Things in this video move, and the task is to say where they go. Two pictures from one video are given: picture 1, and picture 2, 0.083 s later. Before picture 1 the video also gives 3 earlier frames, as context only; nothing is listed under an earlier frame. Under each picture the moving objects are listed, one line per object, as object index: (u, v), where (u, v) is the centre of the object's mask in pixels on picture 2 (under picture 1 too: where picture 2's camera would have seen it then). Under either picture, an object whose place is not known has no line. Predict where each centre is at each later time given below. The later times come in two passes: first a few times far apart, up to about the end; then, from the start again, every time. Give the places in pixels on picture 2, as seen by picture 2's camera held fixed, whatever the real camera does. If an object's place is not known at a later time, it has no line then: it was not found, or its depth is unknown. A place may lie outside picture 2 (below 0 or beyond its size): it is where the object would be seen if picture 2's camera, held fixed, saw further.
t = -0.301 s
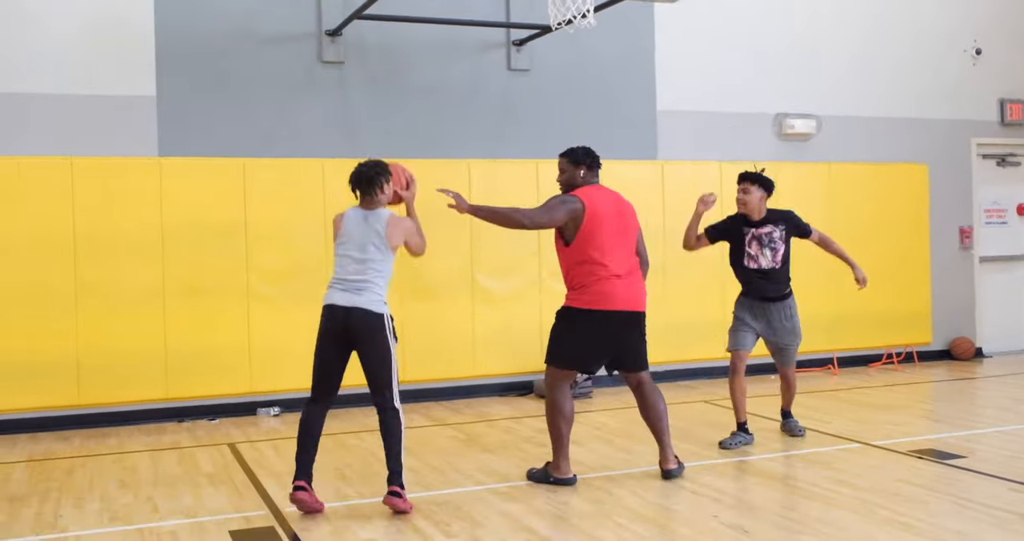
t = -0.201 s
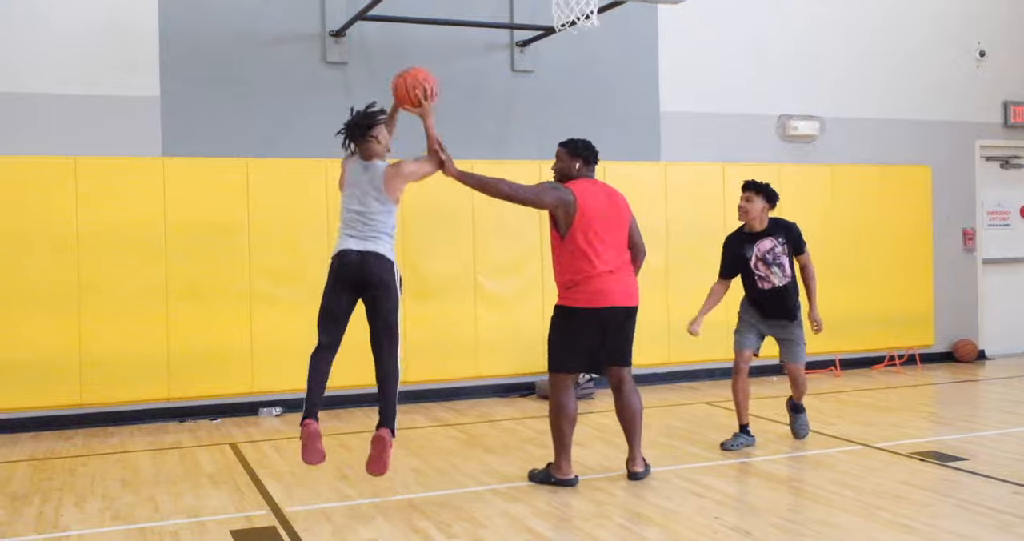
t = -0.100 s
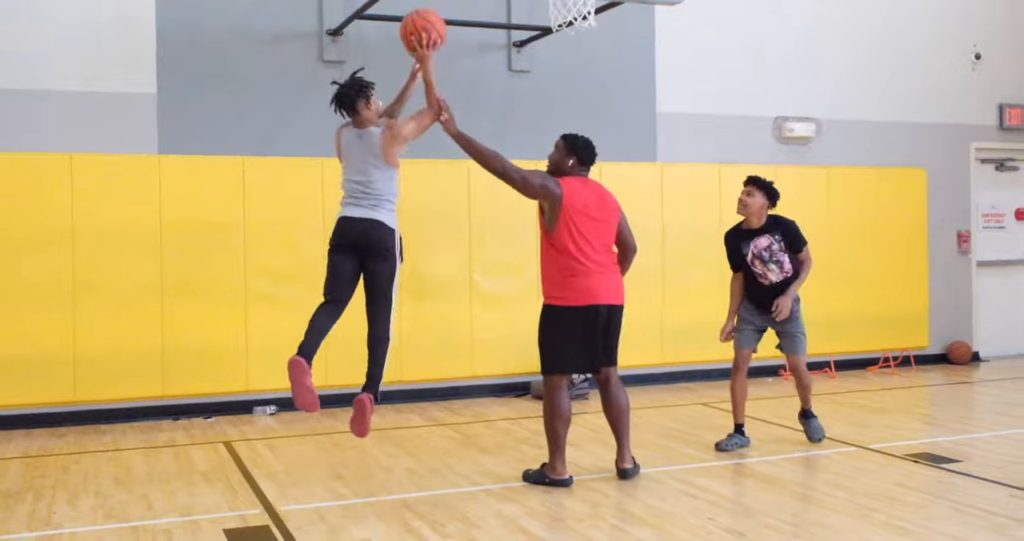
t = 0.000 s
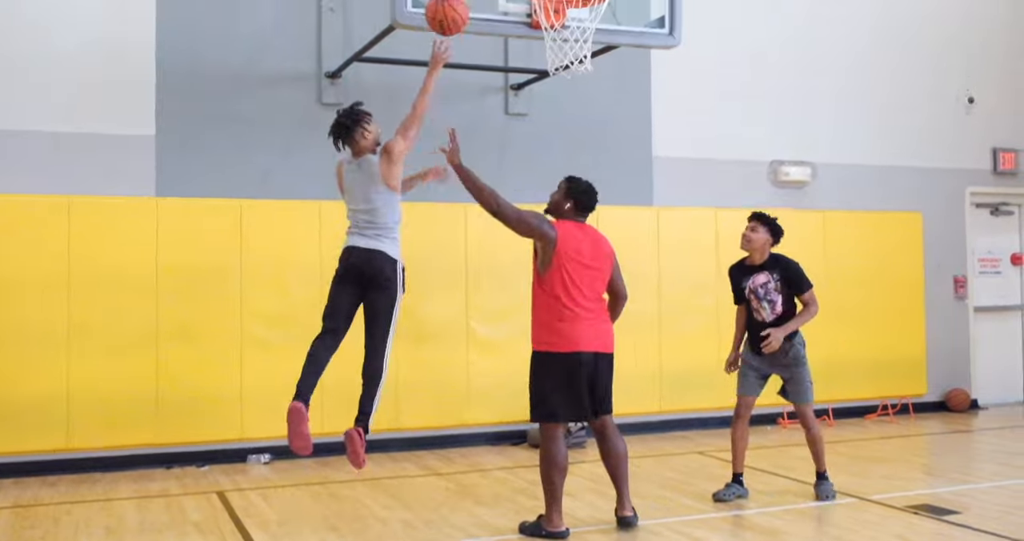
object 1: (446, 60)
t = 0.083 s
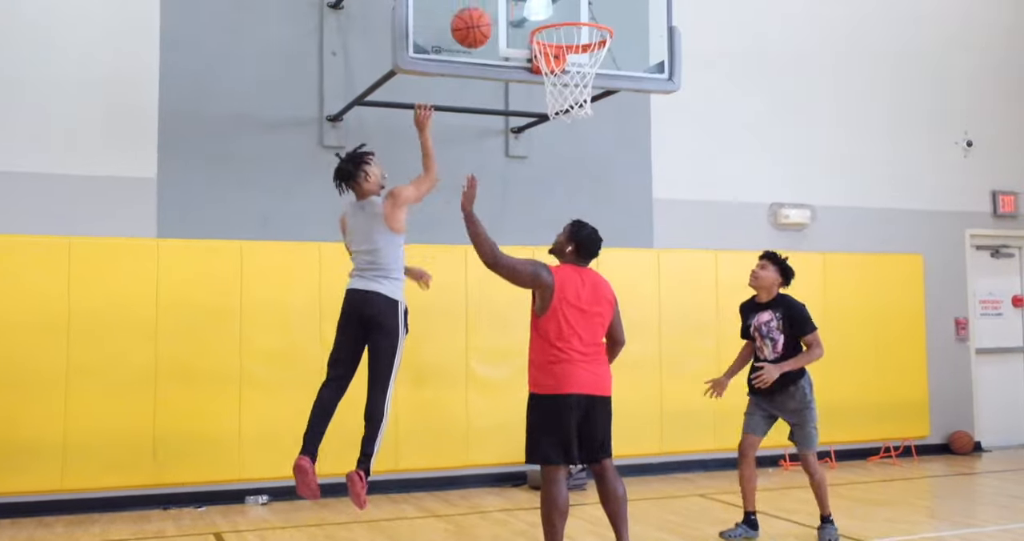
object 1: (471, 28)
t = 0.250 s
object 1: (525, 1)
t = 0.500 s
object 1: (590, 5)
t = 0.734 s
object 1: (593, 21)
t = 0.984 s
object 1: (566, 56)
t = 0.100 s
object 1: (476, 23)
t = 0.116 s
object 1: (480, 19)
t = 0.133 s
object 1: (485, 16)
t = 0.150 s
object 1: (489, 13)
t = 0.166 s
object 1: (494, 10)
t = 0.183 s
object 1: (500, 8)
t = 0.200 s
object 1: (507, 6)
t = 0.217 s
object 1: (513, 4)
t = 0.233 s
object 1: (519, 2)
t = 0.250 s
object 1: (525, 1)
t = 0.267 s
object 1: (532, 0)
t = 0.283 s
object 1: (538, 0)
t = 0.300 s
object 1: (545, 0)
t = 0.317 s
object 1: (551, 1)
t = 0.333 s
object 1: (558, 3)
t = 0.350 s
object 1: (564, 4)
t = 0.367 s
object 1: (571, 6)
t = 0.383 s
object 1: (577, 9)
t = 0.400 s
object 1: (582, 9)
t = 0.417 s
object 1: (583, 8)
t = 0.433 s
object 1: (585, 7)
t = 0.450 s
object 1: (586, 6)
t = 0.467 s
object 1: (587, 5)
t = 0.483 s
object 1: (588, 5)
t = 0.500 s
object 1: (590, 5)
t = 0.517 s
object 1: (591, 6)
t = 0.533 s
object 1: (592, 6)
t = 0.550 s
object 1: (594, 7)
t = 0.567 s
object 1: (595, 9)
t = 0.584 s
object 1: (596, 11)
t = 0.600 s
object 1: (597, 15)
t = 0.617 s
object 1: (599, 19)
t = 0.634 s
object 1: (600, 23)
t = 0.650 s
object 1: (600, 23)
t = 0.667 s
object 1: (599, 21)
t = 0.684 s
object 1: (597, 20)
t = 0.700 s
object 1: (595, 20)
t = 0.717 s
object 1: (594, 20)
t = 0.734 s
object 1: (593, 21)
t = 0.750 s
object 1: (592, 22)
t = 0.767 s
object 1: (590, 24)
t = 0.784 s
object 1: (588, 25)
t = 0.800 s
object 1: (587, 29)
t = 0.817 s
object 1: (588, 34)
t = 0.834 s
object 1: (584, 35)
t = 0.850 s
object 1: (583, 36)
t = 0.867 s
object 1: (581, 37)
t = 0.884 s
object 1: (580, 39)
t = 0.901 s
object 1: (578, 41)
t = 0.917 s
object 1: (575, 44)
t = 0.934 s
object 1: (573, 45)
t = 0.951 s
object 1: (571, 49)
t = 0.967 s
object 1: (569, 53)
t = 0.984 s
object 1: (566, 56)
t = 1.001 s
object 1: (564, 61)
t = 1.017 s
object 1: (564, 66)
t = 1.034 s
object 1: (562, 71)
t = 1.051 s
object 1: (558, 76)
